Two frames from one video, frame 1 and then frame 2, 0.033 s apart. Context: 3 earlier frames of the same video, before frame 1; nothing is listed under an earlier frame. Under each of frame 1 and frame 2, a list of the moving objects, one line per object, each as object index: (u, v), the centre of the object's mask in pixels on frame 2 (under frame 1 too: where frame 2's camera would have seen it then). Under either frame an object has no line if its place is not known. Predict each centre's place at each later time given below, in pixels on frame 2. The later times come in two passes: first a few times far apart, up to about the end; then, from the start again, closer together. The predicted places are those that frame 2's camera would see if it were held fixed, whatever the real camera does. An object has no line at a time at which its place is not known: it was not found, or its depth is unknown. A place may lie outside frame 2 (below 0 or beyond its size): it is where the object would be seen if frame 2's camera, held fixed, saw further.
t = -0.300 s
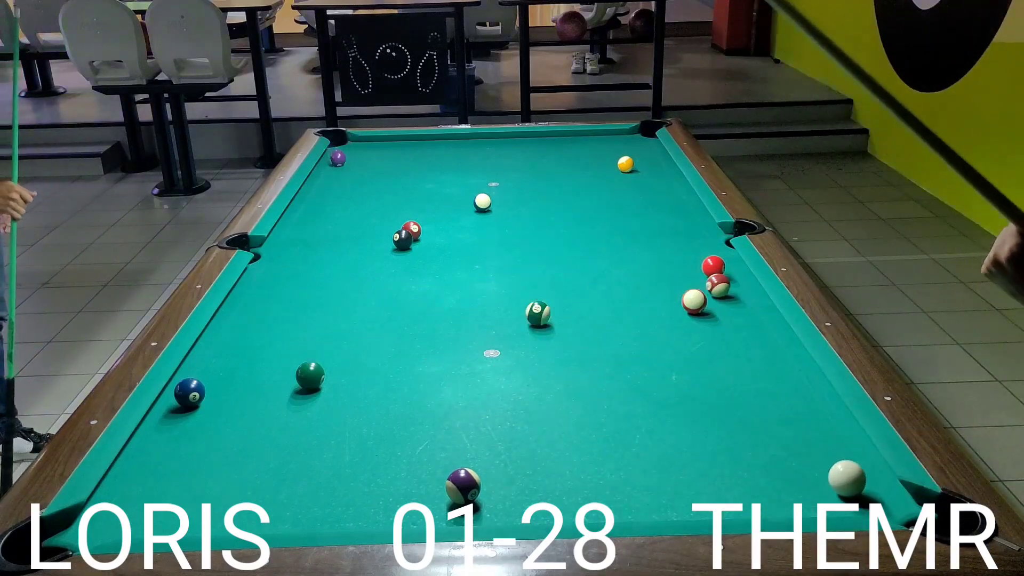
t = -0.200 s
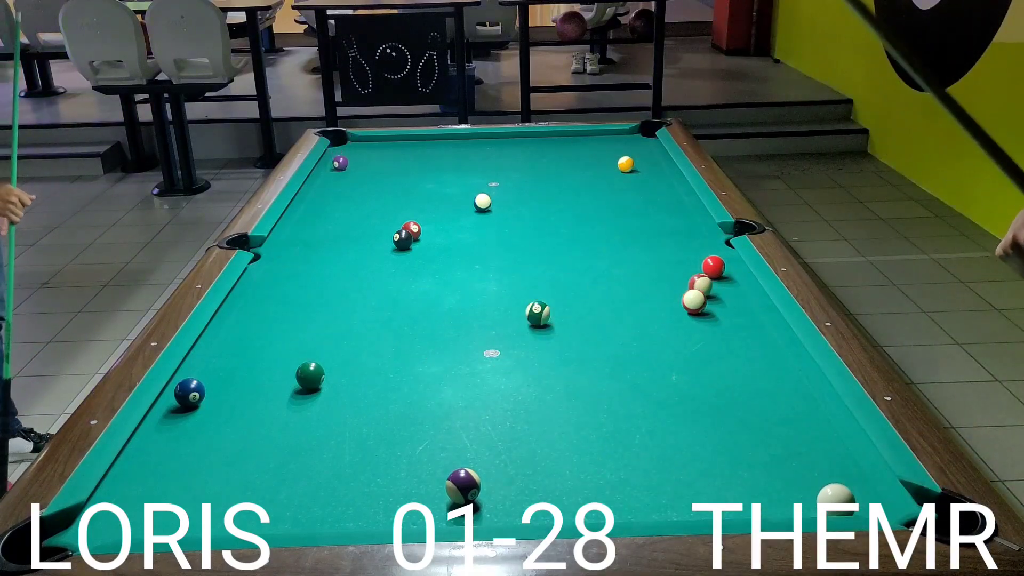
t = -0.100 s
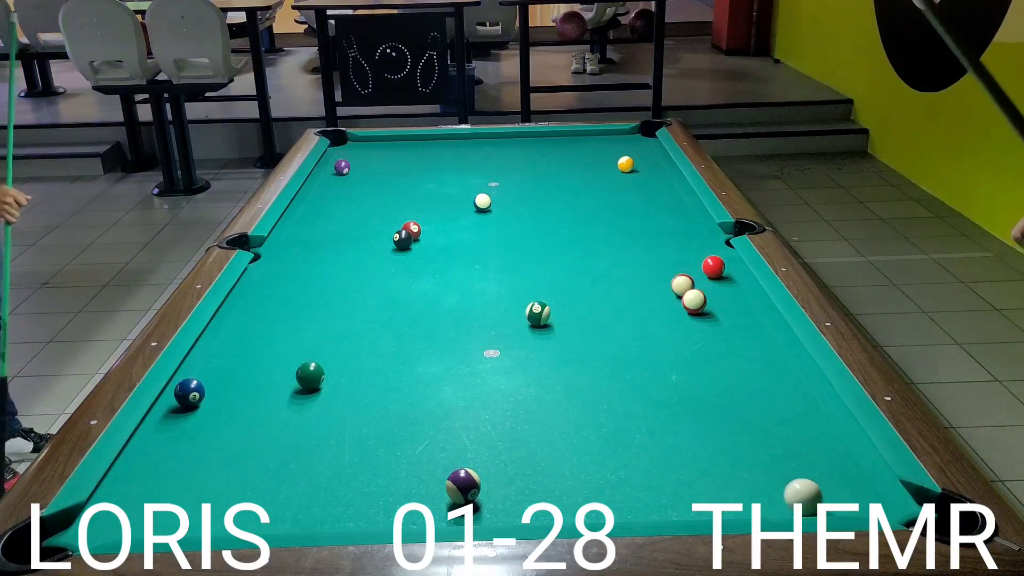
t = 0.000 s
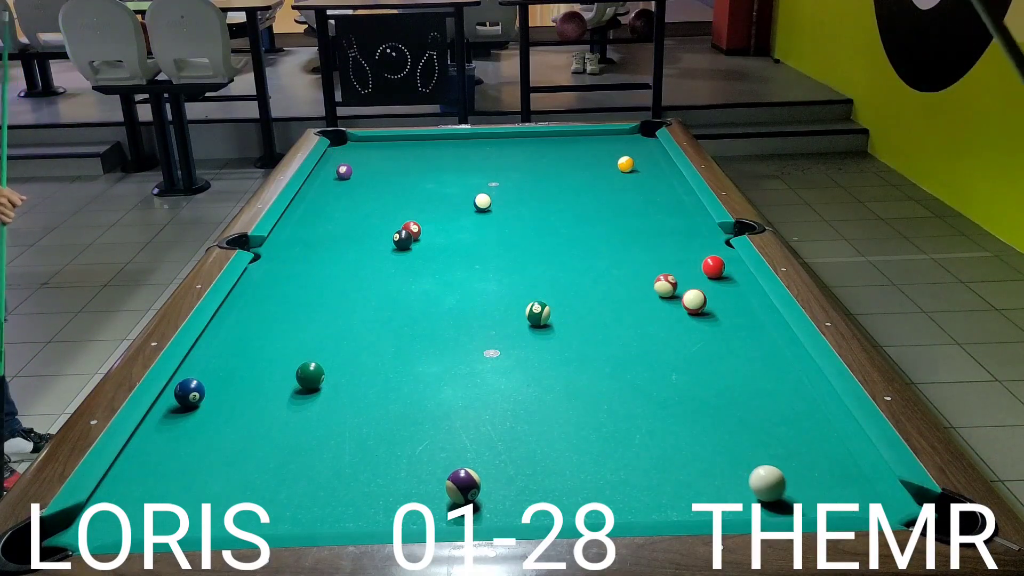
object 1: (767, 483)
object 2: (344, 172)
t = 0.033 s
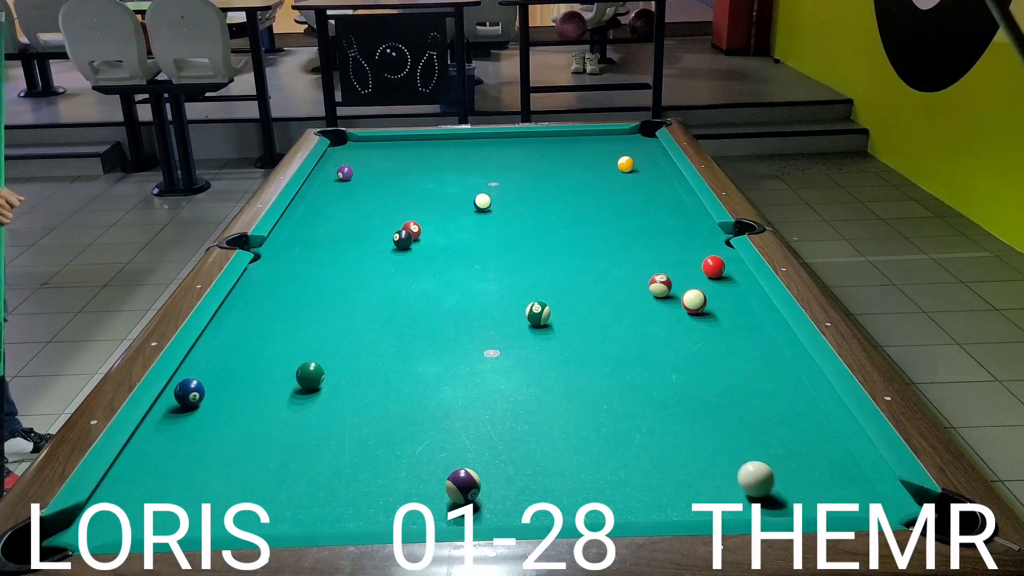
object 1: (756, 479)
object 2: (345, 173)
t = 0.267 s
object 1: (682, 451)
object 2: (349, 184)
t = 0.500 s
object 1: (617, 426)
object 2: (354, 196)
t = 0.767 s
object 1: (552, 402)
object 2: (359, 210)
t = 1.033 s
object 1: (494, 381)
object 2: (364, 225)
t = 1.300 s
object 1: (443, 362)
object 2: (369, 241)
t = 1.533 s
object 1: (403, 349)
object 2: (373, 256)
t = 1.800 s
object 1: (361, 334)
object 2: (377, 274)
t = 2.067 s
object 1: (324, 321)
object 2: (368, 287)
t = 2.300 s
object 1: (294, 311)
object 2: (348, 293)
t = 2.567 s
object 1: (263, 300)
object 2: (325, 300)
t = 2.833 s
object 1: (246, 291)
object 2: (302, 306)
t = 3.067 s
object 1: (267, 283)
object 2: (284, 310)
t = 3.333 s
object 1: (289, 276)
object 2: (263, 315)
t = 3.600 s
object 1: (308, 269)
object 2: (244, 319)
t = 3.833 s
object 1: (323, 264)
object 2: (229, 323)
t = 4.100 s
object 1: (338, 258)
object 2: (223, 325)
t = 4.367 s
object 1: (352, 253)
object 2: (229, 326)
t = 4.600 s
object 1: (362, 250)
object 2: (233, 327)
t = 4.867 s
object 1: (372, 246)
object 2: (236, 328)
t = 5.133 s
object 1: (380, 243)
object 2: (239, 328)
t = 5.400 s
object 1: (383, 241)
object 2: (241, 328)
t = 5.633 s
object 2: (241, 329)
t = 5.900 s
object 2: (241, 329)
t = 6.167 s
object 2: (241, 329)
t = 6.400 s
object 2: (241, 329)
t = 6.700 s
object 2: (241, 329)
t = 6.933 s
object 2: (241, 329)
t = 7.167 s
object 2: (241, 329)
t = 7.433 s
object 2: (241, 329)
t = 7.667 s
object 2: (241, 329)
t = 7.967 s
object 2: (241, 329)
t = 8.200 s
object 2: (241, 329)
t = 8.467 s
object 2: (241, 328)
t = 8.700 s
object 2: (241, 328)
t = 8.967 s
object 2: (241, 328)
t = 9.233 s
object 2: (241, 328)
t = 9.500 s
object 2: (241, 328)
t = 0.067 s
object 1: (745, 475)
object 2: (345, 175)
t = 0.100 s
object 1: (733, 470)
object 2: (346, 176)
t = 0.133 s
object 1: (723, 466)
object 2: (347, 178)
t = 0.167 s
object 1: (712, 462)
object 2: (347, 179)
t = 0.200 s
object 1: (702, 458)
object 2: (348, 181)
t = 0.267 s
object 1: (682, 451)
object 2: (349, 184)
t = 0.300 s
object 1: (672, 447)
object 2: (350, 186)
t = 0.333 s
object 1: (662, 443)
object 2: (351, 188)
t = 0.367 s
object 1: (653, 440)
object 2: (351, 189)
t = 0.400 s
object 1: (644, 436)
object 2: (352, 191)
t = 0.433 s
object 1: (634, 433)
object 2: (352, 192)
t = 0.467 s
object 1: (626, 429)
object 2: (353, 194)
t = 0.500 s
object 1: (617, 426)
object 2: (354, 196)
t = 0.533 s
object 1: (608, 423)
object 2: (354, 198)
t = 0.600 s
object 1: (591, 417)
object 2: (356, 201)
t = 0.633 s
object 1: (583, 414)
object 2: (356, 203)
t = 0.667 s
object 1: (575, 411)
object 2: (357, 205)
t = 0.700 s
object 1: (567, 408)
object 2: (358, 206)
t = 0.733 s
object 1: (559, 405)
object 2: (358, 208)
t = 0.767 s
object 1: (552, 402)
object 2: (359, 210)
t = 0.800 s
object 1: (544, 399)
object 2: (359, 212)
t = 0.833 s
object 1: (536, 396)
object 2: (360, 214)
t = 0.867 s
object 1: (529, 394)
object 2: (361, 216)
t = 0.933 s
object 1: (515, 388)
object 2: (362, 219)
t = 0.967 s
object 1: (508, 386)
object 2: (363, 221)
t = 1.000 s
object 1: (501, 383)
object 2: (363, 223)
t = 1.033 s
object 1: (494, 381)
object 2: (364, 225)
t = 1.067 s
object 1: (487, 378)
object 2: (364, 227)
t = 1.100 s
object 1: (481, 376)
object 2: (365, 229)
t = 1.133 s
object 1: (474, 374)
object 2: (366, 231)
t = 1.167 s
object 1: (468, 372)
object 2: (366, 233)
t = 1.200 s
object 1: (461, 369)
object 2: (367, 235)
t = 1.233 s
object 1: (455, 367)
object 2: (367, 237)
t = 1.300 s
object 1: (443, 362)
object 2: (369, 241)
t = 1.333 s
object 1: (437, 361)
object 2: (369, 243)
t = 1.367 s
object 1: (431, 358)
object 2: (370, 245)
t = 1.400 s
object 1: (425, 356)
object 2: (370, 247)
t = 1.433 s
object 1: (420, 354)
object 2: (371, 250)
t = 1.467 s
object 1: (414, 353)
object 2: (372, 252)
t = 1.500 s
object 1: (408, 350)
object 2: (372, 254)
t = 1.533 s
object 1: (403, 349)
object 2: (373, 256)
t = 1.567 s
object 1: (397, 346)
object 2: (373, 258)
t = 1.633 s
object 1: (387, 343)
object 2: (375, 263)
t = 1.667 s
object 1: (382, 341)
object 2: (375, 265)
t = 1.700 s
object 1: (376, 339)
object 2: (376, 267)
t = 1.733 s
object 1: (371, 338)
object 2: (376, 270)
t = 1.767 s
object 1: (366, 336)
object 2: (377, 272)
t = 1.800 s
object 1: (361, 334)
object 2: (377, 274)
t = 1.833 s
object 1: (356, 333)
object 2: (378, 276)
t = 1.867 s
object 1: (352, 331)
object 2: (378, 279)
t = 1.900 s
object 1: (347, 329)
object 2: (379, 281)
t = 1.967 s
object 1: (338, 326)
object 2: (377, 285)
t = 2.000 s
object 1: (333, 325)
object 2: (374, 286)
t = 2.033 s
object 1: (329, 323)
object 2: (371, 286)
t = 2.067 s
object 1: (324, 321)
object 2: (368, 287)
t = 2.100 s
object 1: (320, 320)
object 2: (366, 288)
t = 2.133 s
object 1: (315, 319)
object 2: (363, 289)
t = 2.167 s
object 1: (311, 317)
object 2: (360, 290)
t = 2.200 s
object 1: (307, 316)
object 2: (357, 291)
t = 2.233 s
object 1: (302, 314)
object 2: (354, 291)
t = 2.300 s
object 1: (294, 311)
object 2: (348, 293)
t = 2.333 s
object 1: (290, 310)
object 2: (345, 294)
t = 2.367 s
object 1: (286, 308)
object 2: (342, 295)
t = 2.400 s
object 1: (282, 307)
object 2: (339, 296)
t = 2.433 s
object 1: (278, 306)
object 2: (336, 296)
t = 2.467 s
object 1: (274, 305)
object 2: (333, 297)
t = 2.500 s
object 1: (270, 303)
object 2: (331, 298)
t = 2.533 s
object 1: (267, 302)
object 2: (328, 299)
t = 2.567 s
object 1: (263, 300)
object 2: (325, 300)
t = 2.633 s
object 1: (256, 298)
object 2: (319, 301)
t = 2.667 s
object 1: (252, 297)
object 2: (316, 302)
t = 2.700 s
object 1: (248, 296)
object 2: (313, 303)
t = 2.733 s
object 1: (244, 294)
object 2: (311, 303)
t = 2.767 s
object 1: (241, 293)
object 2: (308, 304)
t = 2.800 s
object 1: (242, 292)
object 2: (305, 305)
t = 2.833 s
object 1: (246, 291)
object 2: (302, 306)
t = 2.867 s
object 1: (249, 290)
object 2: (300, 306)
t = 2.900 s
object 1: (252, 289)
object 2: (297, 307)
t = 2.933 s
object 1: (255, 288)
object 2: (294, 307)
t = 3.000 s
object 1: (261, 286)
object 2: (289, 309)
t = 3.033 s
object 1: (264, 285)
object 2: (286, 310)
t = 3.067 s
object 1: (267, 283)
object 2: (284, 310)
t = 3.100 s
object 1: (270, 283)
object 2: (281, 311)
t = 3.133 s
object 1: (273, 281)
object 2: (278, 312)
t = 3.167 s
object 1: (275, 280)
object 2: (276, 313)
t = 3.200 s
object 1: (278, 280)
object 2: (273, 313)
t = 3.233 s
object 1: (281, 279)
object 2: (271, 314)
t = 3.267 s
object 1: (284, 278)
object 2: (268, 314)
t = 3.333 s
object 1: (289, 276)
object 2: (263, 315)
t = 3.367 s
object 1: (291, 275)
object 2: (261, 316)
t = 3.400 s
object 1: (294, 274)
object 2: (258, 316)
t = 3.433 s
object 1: (296, 273)
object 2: (256, 317)
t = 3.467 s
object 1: (299, 272)
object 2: (254, 318)
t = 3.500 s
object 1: (301, 271)
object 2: (251, 318)
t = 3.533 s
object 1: (303, 271)
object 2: (249, 319)
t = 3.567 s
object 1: (306, 270)
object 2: (247, 319)
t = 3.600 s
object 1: (308, 269)
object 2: (244, 319)
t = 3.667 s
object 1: (313, 267)
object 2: (240, 320)
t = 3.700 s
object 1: (315, 266)
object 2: (238, 321)
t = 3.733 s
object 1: (317, 265)
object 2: (235, 321)
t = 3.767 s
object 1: (319, 265)
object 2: (233, 322)
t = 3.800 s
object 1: (321, 264)
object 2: (231, 322)
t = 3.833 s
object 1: (323, 264)
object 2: (229, 323)
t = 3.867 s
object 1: (325, 263)
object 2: (227, 323)
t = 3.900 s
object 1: (327, 262)
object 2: (225, 323)
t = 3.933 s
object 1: (329, 262)
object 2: (223, 324)
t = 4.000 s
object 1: (333, 260)
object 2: (221, 324)
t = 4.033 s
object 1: (335, 259)
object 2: (221, 325)
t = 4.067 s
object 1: (337, 258)
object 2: (222, 325)
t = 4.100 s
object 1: (338, 258)
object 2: (223, 325)
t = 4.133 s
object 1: (340, 257)
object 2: (224, 325)
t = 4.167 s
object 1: (342, 257)
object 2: (224, 325)
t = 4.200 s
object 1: (343, 256)
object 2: (225, 325)
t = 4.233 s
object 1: (345, 255)
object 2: (226, 326)
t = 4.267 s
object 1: (347, 255)
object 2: (227, 326)
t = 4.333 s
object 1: (350, 254)
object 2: (228, 326)
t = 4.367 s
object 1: (352, 253)
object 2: (229, 326)
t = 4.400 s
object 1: (353, 252)
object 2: (230, 326)
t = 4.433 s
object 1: (355, 252)
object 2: (230, 326)
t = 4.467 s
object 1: (356, 251)
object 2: (231, 326)
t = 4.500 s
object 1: (358, 251)
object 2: (231, 326)
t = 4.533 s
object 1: (359, 250)
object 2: (232, 327)
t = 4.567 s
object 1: (361, 250)
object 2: (232, 327)
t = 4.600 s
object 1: (362, 250)
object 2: (233, 327)
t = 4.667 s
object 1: (364, 249)
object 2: (233, 327)
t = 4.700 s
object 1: (366, 248)
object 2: (234, 327)
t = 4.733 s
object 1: (367, 247)
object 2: (234, 327)
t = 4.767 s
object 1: (368, 247)
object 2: (235, 328)
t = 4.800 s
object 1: (370, 247)
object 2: (235, 328)
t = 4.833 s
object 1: (371, 246)
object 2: (235, 328)
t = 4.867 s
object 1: (372, 246)
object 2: (236, 328)
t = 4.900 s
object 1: (373, 245)
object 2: (236, 328)
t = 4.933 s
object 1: (374, 245)
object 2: (236, 328)
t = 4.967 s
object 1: (375, 244)
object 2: (237, 328)
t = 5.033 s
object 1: (377, 244)
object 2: (238, 328)
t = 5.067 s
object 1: (378, 243)
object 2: (238, 328)
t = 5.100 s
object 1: (379, 243)
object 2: (238, 328)
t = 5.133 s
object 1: (380, 243)
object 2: (239, 328)
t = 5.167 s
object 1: (381, 242)
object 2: (239, 328)
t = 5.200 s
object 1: (382, 242)
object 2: (239, 328)
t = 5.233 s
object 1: (383, 242)
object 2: (240, 328)
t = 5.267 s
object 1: (383, 241)
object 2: (240, 328)
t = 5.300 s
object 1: (383, 241)
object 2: (240, 328)
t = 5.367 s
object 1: (383, 241)
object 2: (241, 328)
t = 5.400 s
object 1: (383, 241)
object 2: (241, 328)
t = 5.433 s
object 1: (383, 241)
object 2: (241, 328)
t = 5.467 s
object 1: (383, 241)
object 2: (241, 328)
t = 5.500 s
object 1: (383, 241)
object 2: (241, 328)
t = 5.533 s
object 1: (383, 241)
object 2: (241, 328)
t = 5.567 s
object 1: (383, 241)
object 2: (241, 329)
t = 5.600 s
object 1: (383, 241)
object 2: (241, 329)
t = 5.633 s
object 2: (241, 329)
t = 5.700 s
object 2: (241, 329)
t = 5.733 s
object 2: (241, 329)
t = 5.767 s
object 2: (241, 329)
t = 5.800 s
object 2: (241, 329)
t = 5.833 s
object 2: (241, 329)
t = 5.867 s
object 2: (241, 329)
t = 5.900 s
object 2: (241, 329)
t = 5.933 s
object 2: (241, 329)
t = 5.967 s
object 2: (241, 329)
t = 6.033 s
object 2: (241, 329)
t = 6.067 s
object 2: (241, 329)
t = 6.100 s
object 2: (241, 329)
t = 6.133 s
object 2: (241, 329)
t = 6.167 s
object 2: (241, 329)
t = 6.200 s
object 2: (241, 329)
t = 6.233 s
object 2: (241, 329)
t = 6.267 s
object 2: (241, 329)
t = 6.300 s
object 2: (241, 329)
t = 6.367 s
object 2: (241, 329)
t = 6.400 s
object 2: (241, 329)
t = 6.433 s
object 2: (241, 329)
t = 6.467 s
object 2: (241, 329)
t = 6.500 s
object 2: (241, 329)
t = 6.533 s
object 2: (241, 329)
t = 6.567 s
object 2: (241, 329)
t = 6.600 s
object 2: (241, 329)
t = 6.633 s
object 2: (241, 329)
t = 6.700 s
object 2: (241, 329)
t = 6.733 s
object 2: (241, 329)
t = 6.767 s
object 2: (241, 329)
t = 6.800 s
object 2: (241, 329)
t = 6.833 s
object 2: (241, 329)
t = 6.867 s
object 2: (241, 329)
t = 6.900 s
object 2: (241, 329)
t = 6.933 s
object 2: (241, 329)
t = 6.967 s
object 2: (241, 329)
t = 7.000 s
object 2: (241, 329)
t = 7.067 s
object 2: (241, 329)
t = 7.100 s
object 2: (241, 329)
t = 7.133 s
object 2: (241, 329)
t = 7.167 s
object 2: (241, 329)
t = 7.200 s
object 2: (241, 329)
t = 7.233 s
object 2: (241, 329)
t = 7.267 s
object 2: (241, 329)
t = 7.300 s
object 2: (241, 329)
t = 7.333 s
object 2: (241, 329)
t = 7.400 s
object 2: (241, 329)
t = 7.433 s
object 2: (241, 329)
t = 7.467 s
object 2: (241, 329)
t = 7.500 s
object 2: (241, 329)
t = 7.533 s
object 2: (241, 329)
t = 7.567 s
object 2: (241, 329)
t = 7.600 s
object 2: (241, 329)
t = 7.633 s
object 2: (241, 329)
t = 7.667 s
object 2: (241, 329)
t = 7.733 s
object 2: (241, 329)
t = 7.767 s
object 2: (241, 329)
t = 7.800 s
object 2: (241, 329)
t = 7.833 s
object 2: (241, 329)
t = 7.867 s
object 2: (241, 329)
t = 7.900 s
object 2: (241, 329)
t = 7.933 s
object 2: (241, 329)
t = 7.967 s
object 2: (241, 329)
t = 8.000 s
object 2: (241, 329)
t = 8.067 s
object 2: (241, 329)
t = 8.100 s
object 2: (241, 329)
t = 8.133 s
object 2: (241, 329)
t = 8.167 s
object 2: (241, 329)
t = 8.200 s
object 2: (241, 329)
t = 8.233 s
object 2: (241, 329)
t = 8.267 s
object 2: (241, 329)
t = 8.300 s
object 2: (241, 329)
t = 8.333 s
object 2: (241, 329)
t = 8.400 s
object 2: (241, 329)
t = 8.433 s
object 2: (241, 329)
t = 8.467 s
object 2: (241, 328)
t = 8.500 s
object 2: (241, 328)
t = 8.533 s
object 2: (241, 328)
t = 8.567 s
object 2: (241, 328)
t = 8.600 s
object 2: (241, 328)
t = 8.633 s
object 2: (241, 328)
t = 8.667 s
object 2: (241, 328)
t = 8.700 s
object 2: (241, 328)
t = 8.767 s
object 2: (241, 328)
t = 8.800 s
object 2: (241, 328)
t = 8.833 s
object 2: (241, 328)
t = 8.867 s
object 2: (241, 328)
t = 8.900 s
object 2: (241, 328)
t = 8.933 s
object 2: (241, 328)
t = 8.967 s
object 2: (241, 328)
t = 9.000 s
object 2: (241, 328)
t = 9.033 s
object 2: (241, 328)
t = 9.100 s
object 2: (241, 328)
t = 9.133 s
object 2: (241, 328)
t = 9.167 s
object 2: (241, 328)
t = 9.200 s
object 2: (240, 328)
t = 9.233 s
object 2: (241, 328)
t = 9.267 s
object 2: (241, 328)
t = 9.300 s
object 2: (241, 328)
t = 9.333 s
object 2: (240, 328)
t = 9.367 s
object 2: (241, 328)
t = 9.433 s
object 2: (241, 328)
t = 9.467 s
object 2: (241, 328)
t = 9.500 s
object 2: (241, 328)
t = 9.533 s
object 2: (241, 328)
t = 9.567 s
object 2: (241, 328)
